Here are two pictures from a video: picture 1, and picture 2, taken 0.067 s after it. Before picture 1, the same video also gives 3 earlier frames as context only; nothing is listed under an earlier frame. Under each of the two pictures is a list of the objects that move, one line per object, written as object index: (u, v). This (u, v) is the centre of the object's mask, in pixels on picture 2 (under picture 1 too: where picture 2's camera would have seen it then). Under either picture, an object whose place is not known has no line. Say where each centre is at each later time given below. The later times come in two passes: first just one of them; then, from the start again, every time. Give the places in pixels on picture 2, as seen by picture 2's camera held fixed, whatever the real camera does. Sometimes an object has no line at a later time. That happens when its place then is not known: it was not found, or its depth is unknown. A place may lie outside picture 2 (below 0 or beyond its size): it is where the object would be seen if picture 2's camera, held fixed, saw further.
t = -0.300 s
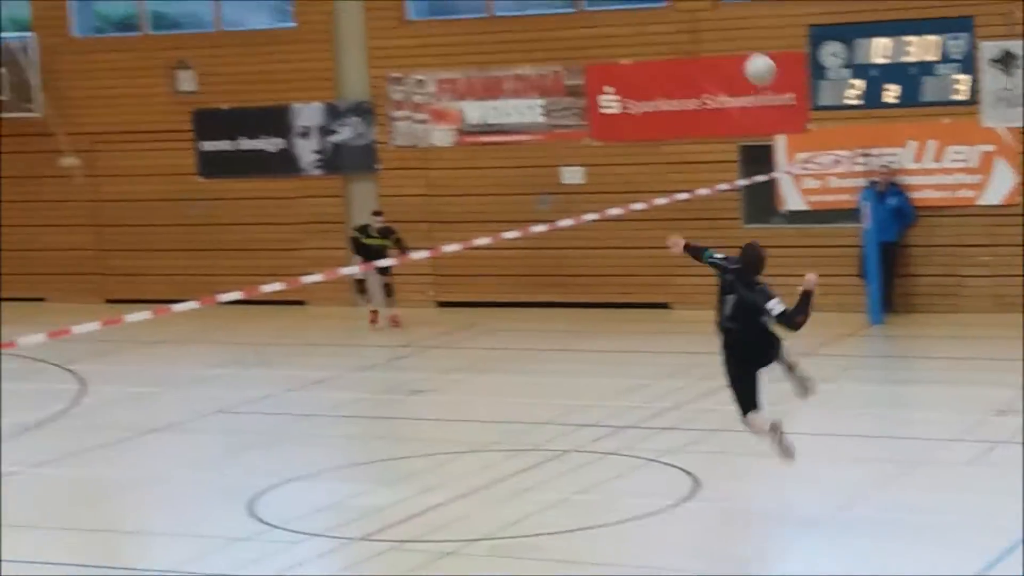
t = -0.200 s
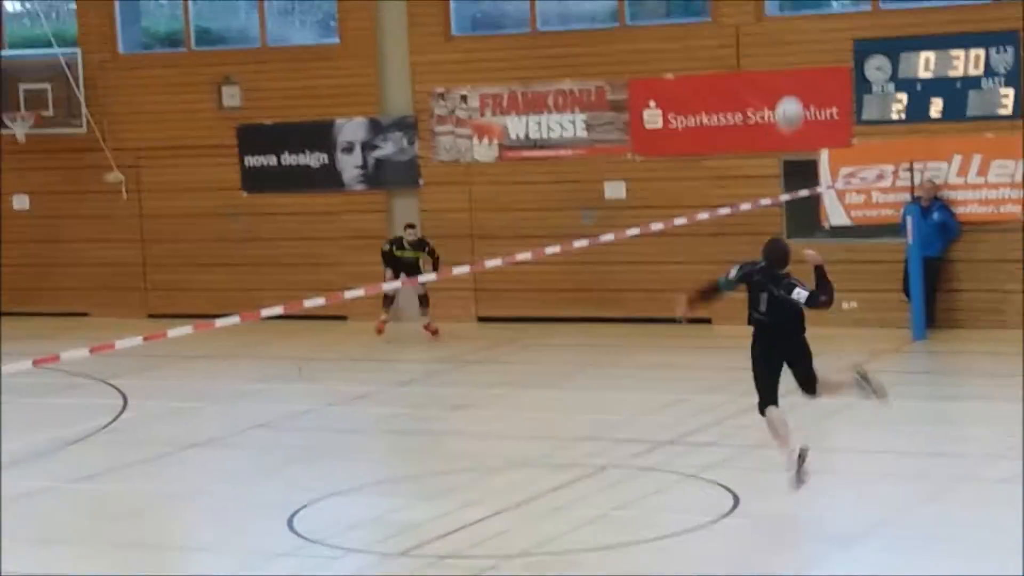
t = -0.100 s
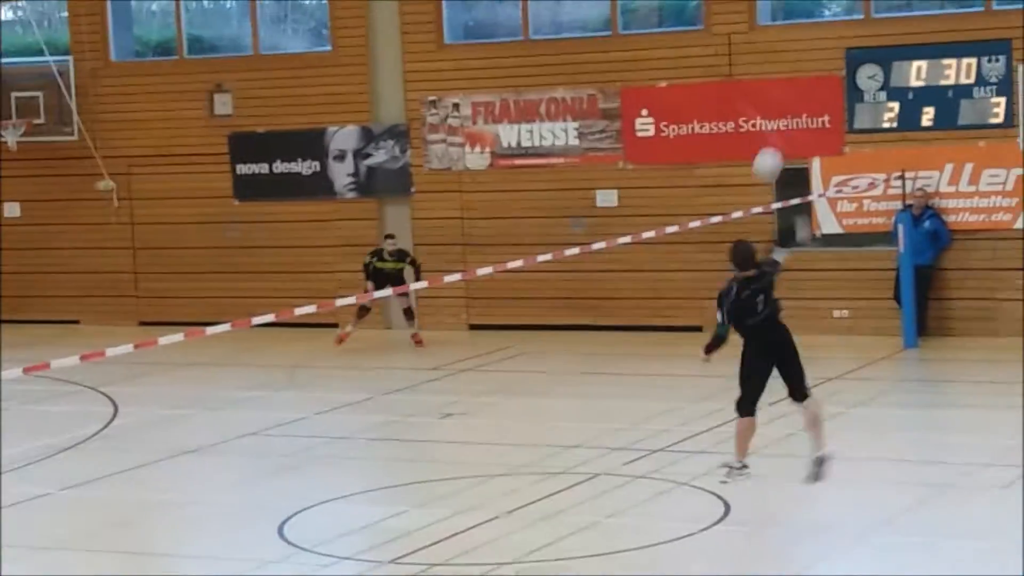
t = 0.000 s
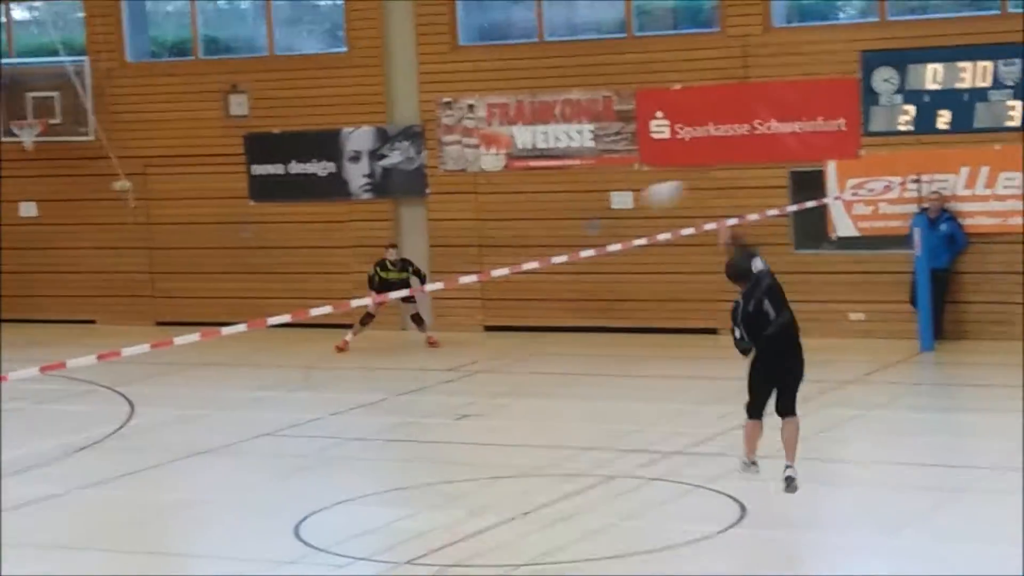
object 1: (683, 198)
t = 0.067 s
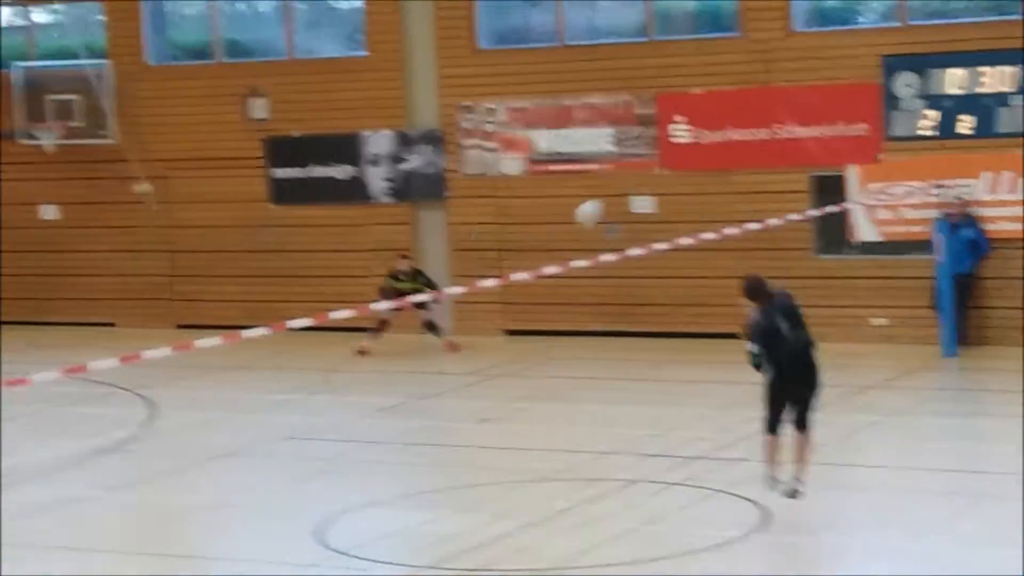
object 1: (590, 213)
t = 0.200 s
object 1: (455, 249)
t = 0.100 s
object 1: (550, 221)
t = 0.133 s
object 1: (515, 231)
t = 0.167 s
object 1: (484, 239)
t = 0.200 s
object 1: (455, 249)
